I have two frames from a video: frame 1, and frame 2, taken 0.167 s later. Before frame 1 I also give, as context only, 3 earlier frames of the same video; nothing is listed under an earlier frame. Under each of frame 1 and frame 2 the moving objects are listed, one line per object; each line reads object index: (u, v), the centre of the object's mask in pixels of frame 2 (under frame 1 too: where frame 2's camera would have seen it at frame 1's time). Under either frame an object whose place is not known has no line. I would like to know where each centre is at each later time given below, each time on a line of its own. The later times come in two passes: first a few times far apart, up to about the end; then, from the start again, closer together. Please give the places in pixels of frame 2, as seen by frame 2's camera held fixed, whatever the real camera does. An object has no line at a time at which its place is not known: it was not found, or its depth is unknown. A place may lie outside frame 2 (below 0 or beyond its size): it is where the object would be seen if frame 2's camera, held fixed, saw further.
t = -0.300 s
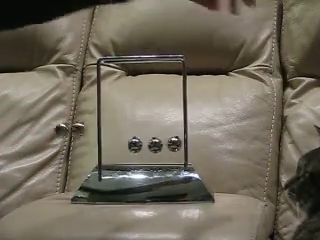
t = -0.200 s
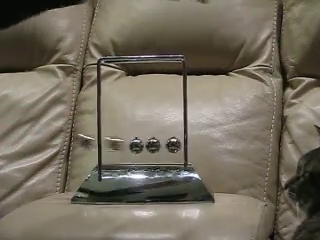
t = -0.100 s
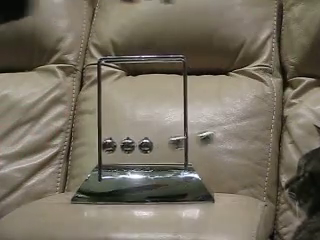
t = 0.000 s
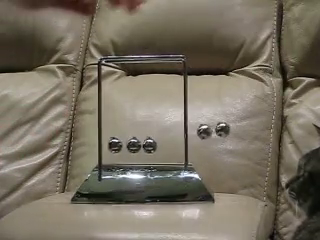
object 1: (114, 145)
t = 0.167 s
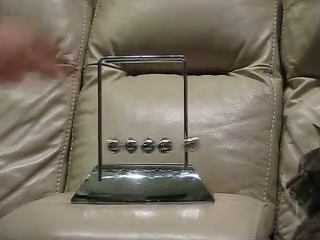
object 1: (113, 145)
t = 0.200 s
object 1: (99, 143)
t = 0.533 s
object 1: (107, 145)
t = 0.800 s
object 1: (121, 145)
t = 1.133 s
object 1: (84, 140)
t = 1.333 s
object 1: (119, 145)
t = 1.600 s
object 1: (95, 144)
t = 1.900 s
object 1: (107, 146)
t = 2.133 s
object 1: (123, 145)
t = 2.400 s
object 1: (77, 138)
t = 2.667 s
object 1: (117, 145)
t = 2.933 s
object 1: (113, 146)
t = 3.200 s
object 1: (88, 142)
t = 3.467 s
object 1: (124, 145)
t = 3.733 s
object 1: (85, 141)
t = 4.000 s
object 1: (113, 146)
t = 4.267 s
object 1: (118, 146)
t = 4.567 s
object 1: (89, 143)
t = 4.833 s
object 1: (124, 145)
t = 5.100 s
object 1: (85, 142)
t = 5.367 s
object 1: (113, 146)
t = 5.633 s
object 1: (118, 146)
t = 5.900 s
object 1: (86, 142)
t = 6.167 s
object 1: (124, 145)
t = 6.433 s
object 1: (92, 144)
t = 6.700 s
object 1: (109, 146)
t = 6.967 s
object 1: (121, 145)
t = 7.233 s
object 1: (86, 142)
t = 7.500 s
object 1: (122, 145)
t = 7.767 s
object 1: (101, 145)
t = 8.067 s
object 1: (109, 146)
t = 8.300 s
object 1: (124, 145)
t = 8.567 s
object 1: (87, 143)
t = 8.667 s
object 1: (93, 145)
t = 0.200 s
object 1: (99, 143)
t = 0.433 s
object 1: (76, 137)
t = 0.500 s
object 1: (92, 143)
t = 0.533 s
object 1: (107, 145)
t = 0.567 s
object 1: (111, 146)
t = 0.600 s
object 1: (113, 146)
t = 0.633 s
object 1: (116, 146)
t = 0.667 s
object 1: (119, 145)
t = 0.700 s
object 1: (120, 145)
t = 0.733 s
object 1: (121, 145)
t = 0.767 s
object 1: (121, 145)
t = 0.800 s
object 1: (121, 145)
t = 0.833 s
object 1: (118, 145)
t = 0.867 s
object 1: (114, 146)
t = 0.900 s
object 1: (102, 145)
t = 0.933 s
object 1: (90, 142)
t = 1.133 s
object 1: (84, 140)
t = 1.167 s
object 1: (91, 142)
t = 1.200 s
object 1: (105, 145)
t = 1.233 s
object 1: (109, 146)
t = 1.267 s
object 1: (113, 145)
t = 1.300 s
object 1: (116, 146)
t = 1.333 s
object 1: (119, 145)
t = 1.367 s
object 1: (122, 145)
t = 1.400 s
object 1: (123, 145)
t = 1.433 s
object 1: (123, 145)
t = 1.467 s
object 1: (122, 145)
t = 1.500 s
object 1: (120, 145)
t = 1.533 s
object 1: (117, 146)
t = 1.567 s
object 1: (109, 146)
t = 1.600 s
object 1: (95, 144)
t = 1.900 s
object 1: (107, 146)
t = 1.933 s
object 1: (111, 146)
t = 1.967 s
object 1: (114, 146)
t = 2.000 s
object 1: (118, 145)
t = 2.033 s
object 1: (120, 145)
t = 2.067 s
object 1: (123, 145)
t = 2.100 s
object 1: (124, 145)
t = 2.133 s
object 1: (123, 145)
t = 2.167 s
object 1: (122, 145)
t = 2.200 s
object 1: (119, 145)
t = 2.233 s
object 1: (115, 145)
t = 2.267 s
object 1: (108, 146)
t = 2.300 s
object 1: (93, 143)
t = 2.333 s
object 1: (87, 142)
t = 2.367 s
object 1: (80, 139)
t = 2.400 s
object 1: (77, 138)
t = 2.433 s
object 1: (76, 138)
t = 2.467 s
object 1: (78, 139)
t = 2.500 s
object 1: (84, 141)
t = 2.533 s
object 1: (92, 143)
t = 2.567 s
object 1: (101, 144)
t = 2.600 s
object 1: (109, 146)
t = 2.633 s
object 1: (113, 146)
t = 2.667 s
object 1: (117, 145)
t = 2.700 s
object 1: (120, 145)
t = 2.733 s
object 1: (122, 145)
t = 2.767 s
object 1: (124, 145)
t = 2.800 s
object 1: (124, 145)
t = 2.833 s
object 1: (123, 145)
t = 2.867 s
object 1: (121, 145)
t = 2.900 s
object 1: (118, 145)
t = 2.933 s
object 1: (113, 146)
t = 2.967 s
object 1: (104, 145)
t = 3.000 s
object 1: (92, 143)
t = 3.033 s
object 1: (86, 142)
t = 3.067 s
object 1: (81, 139)
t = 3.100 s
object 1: (78, 139)
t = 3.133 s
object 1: (79, 139)
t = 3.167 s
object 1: (82, 140)
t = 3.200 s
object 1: (88, 142)
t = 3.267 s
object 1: (107, 146)
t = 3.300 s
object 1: (111, 146)
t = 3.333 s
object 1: (115, 146)
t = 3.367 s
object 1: (119, 146)
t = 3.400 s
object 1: (122, 145)
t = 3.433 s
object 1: (124, 145)
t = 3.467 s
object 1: (124, 145)
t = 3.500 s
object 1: (124, 145)
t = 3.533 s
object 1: (122, 145)
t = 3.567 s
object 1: (119, 146)
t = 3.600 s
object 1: (116, 146)
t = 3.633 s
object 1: (108, 146)
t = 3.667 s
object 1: (98, 144)
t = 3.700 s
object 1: (90, 143)
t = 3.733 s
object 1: (85, 141)
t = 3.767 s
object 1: (81, 140)
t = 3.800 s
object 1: (80, 139)
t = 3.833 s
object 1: (81, 140)
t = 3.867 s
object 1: (87, 142)
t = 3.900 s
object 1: (91, 144)
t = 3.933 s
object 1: (102, 145)
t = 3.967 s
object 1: (109, 146)
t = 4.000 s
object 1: (113, 146)
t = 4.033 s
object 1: (117, 146)
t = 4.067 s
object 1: (120, 145)
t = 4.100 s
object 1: (123, 145)
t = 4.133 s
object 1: (124, 145)
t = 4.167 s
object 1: (124, 145)
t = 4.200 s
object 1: (123, 145)
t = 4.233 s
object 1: (121, 145)
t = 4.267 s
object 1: (118, 146)
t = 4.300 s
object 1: (112, 145)
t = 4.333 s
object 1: (103, 145)
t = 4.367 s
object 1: (93, 144)
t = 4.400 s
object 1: (88, 142)
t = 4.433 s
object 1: (83, 141)
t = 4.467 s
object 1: (81, 140)
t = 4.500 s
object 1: (82, 140)
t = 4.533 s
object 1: (85, 141)
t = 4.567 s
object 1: (89, 143)
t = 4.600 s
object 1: (97, 144)
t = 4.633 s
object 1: (106, 146)
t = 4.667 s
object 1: (110, 146)
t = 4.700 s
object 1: (115, 146)
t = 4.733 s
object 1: (118, 146)
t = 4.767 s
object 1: (121, 145)
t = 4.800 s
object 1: (124, 145)
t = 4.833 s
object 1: (124, 145)
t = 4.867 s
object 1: (124, 145)
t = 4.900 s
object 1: (122, 145)
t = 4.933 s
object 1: (119, 146)
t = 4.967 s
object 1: (116, 146)
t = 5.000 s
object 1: (108, 145)
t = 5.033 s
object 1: (100, 144)
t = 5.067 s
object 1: (91, 143)
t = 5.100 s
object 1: (85, 142)
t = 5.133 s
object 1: (83, 141)
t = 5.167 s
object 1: (82, 141)
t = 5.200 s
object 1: (84, 141)
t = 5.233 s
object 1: (88, 143)
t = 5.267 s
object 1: (92, 144)
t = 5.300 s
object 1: (102, 145)
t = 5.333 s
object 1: (109, 146)
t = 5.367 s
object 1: (113, 146)
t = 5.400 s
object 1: (117, 146)
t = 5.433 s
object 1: (120, 145)
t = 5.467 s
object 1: (123, 145)
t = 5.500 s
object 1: (124, 145)
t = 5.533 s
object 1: (124, 145)
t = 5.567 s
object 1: (123, 145)
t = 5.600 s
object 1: (121, 145)
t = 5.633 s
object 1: (118, 146)
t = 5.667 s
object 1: (113, 145)
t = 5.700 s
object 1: (104, 145)
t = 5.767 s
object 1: (89, 143)
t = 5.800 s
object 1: (85, 142)
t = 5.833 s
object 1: (83, 141)
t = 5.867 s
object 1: (83, 142)
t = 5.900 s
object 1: (86, 142)
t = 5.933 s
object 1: (91, 144)
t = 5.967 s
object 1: (97, 144)
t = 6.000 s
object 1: (107, 146)
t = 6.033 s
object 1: (111, 146)
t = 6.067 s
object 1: (115, 146)
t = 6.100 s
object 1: (119, 145)
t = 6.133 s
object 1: (122, 145)
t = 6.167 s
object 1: (124, 145)
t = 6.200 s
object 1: (125, 145)
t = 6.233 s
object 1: (124, 145)
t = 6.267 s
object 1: (122, 145)
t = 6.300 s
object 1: (120, 145)
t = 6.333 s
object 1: (116, 146)
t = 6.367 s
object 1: (108, 146)
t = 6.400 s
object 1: (100, 145)
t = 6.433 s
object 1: (92, 144)
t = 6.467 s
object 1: (88, 143)
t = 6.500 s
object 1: (85, 142)
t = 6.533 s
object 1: (84, 142)
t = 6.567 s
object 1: (86, 142)
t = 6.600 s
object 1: (90, 143)
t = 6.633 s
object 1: (94, 144)
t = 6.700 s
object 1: (109, 146)
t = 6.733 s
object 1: (113, 146)
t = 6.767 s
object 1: (117, 146)
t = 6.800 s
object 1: (120, 145)
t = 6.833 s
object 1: (123, 145)
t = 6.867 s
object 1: (124, 145)
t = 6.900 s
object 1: (125, 145)
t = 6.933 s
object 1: (124, 145)
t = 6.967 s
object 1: (121, 145)
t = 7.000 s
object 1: (118, 146)
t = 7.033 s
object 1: (112, 145)
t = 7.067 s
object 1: (105, 145)
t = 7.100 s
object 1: (94, 144)
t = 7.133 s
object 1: (90, 143)
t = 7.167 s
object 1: (87, 142)
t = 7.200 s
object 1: (85, 142)
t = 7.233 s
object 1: (86, 142)
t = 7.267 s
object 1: (89, 143)
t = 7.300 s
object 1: (92, 144)
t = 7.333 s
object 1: (101, 146)
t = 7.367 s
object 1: (107, 146)
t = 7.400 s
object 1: (111, 146)
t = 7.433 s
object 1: (115, 146)
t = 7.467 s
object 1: (119, 146)
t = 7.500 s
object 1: (122, 145)
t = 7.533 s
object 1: (124, 145)
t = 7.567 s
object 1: (125, 145)
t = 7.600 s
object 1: (124, 145)
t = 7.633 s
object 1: (122, 145)
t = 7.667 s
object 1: (120, 145)
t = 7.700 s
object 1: (115, 146)
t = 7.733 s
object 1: (108, 146)
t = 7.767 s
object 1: (101, 145)
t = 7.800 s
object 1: (92, 144)
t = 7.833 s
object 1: (89, 143)
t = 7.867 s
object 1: (87, 142)
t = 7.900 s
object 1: (87, 142)
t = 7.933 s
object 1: (88, 143)
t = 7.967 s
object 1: (91, 144)
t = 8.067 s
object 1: (109, 146)
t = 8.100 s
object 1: (113, 146)
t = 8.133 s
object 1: (118, 146)
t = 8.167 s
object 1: (121, 145)
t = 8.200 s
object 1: (124, 145)
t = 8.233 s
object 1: (125, 145)
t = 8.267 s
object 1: (125, 145)
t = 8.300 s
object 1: (124, 145)
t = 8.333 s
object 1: (121, 145)
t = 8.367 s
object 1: (118, 146)
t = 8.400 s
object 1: (111, 146)
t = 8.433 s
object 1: (105, 145)
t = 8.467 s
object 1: (94, 144)
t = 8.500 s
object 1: (91, 144)
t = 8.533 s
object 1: (89, 143)
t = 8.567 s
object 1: (87, 143)
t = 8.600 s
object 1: (88, 143)
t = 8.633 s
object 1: (90, 144)
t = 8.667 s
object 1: (93, 145)
